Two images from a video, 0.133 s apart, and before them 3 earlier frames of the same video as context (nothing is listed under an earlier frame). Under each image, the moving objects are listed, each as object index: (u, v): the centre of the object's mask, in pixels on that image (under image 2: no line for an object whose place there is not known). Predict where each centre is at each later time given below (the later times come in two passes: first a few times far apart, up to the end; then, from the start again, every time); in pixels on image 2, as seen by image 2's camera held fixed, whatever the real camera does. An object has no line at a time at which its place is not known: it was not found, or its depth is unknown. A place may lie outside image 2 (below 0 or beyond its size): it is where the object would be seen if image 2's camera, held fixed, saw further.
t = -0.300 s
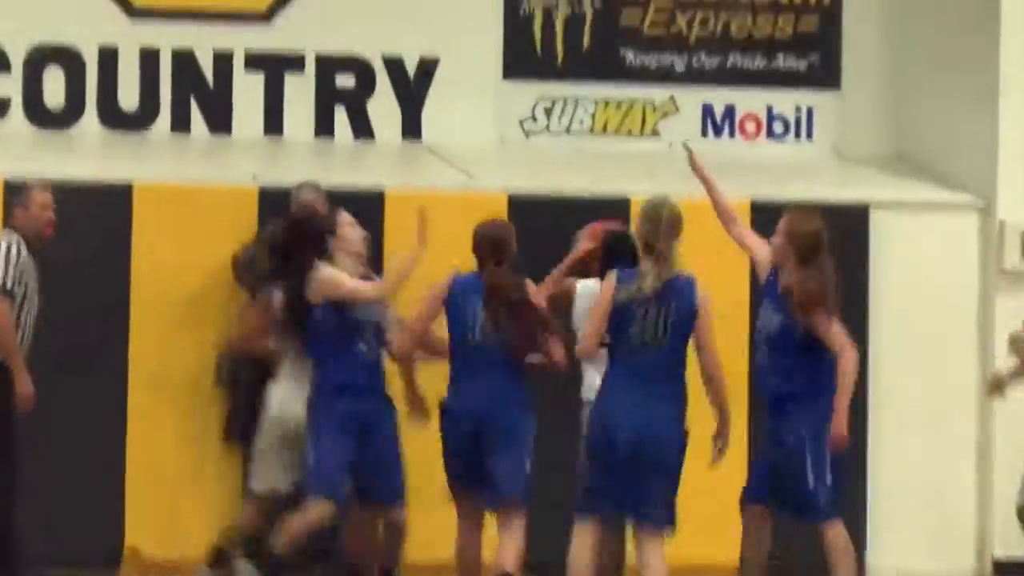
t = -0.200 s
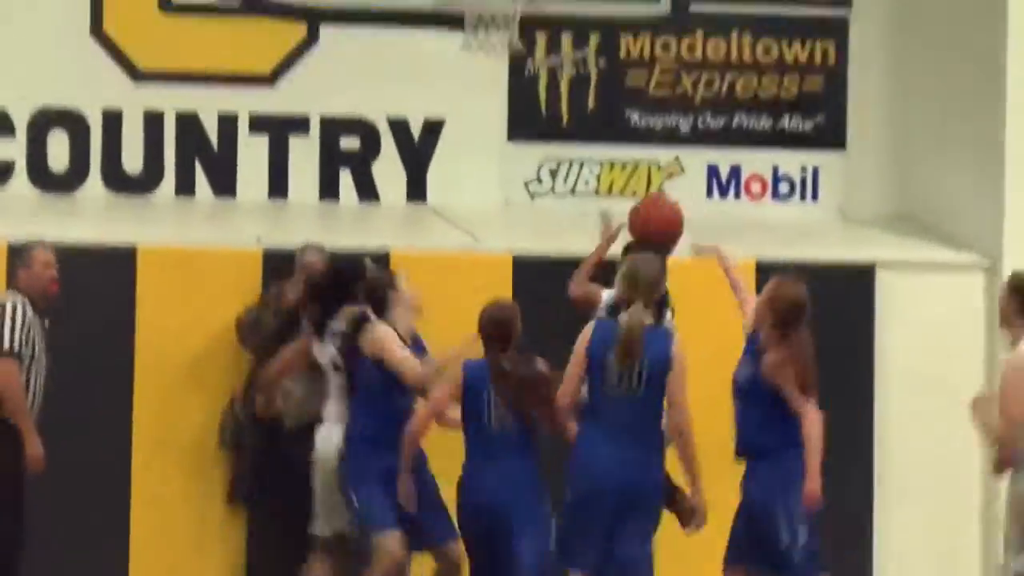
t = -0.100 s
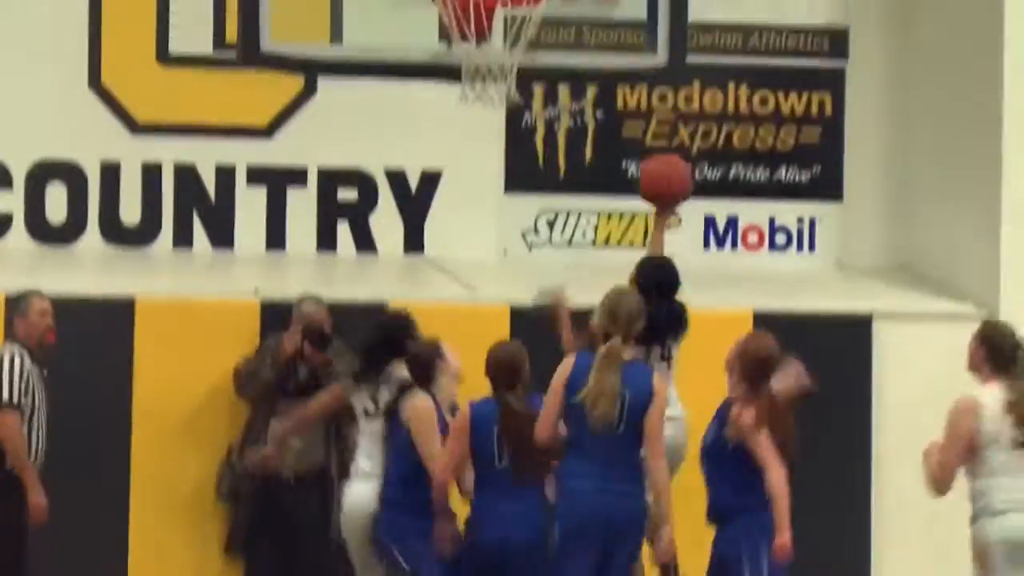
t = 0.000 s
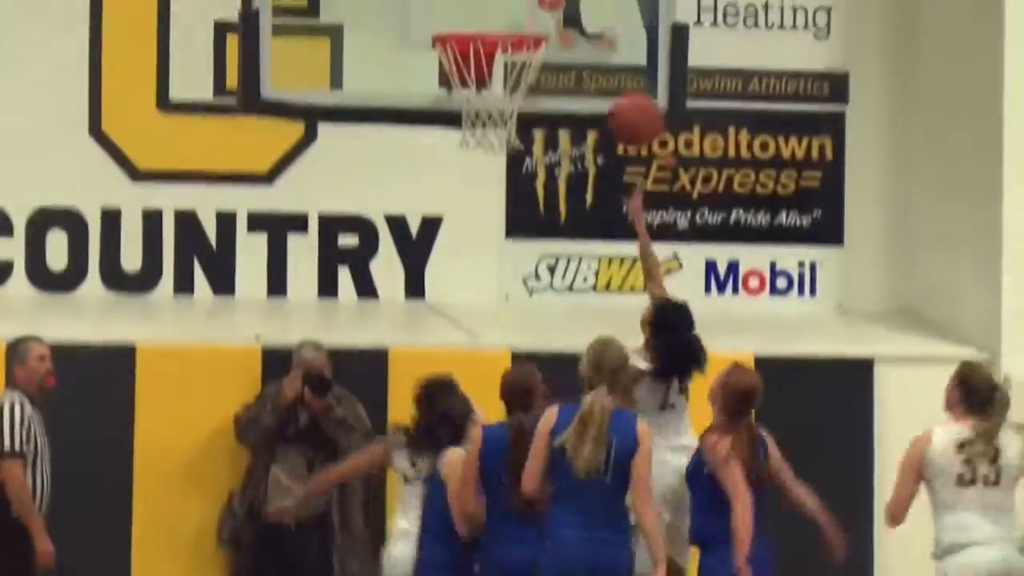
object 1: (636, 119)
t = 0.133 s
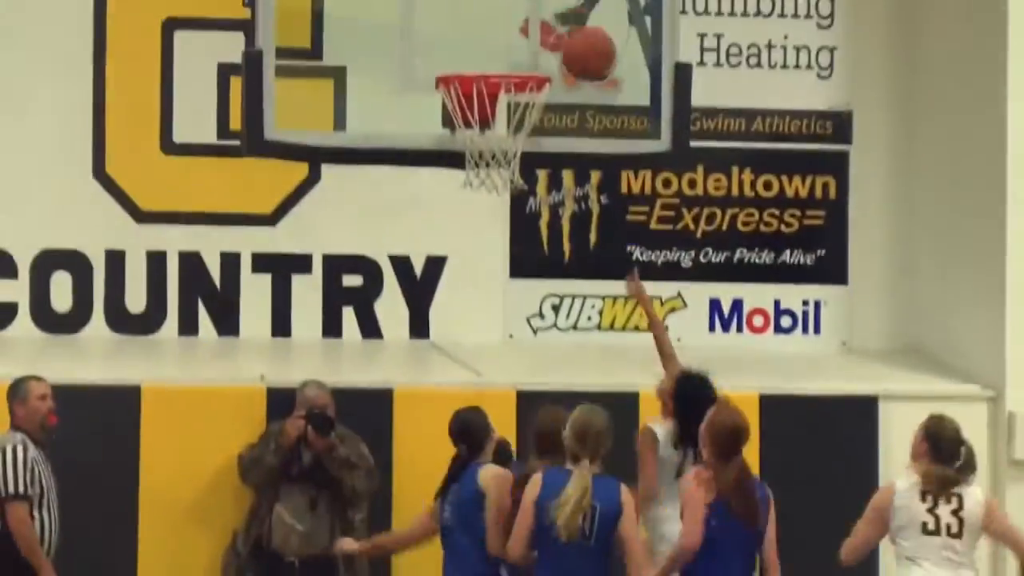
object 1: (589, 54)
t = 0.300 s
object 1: (548, -2)
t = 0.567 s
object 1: (513, 44)
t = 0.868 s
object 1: (476, 133)
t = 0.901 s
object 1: (475, 134)
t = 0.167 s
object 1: (577, 33)
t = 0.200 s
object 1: (563, 16)
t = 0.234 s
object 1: (556, 7)
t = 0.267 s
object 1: (553, 2)
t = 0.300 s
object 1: (548, -2)
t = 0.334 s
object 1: (543, -4)
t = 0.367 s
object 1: (539, -4)
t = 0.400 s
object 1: (535, -2)
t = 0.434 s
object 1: (530, 1)
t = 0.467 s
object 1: (526, 6)
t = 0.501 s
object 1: (521, 15)
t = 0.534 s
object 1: (517, 29)
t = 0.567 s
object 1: (513, 44)
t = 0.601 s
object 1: (507, 57)
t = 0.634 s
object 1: (501, 65)
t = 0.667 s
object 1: (495, 72)
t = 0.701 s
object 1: (489, 104)
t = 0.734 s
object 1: (484, 114)
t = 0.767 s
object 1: (477, 128)
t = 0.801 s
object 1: (473, 127)
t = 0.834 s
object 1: (476, 135)
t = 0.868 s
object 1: (476, 133)
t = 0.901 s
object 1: (475, 134)
